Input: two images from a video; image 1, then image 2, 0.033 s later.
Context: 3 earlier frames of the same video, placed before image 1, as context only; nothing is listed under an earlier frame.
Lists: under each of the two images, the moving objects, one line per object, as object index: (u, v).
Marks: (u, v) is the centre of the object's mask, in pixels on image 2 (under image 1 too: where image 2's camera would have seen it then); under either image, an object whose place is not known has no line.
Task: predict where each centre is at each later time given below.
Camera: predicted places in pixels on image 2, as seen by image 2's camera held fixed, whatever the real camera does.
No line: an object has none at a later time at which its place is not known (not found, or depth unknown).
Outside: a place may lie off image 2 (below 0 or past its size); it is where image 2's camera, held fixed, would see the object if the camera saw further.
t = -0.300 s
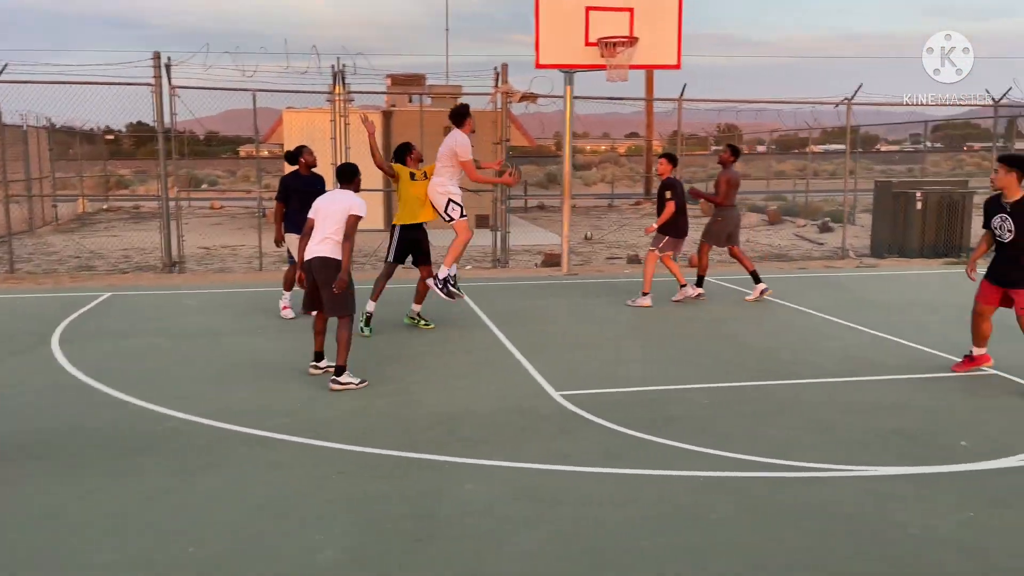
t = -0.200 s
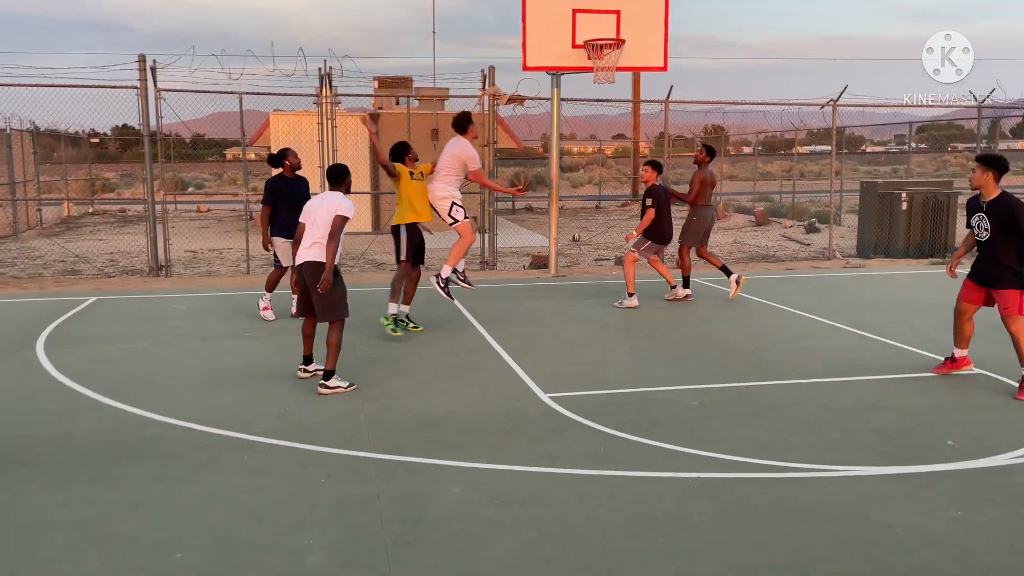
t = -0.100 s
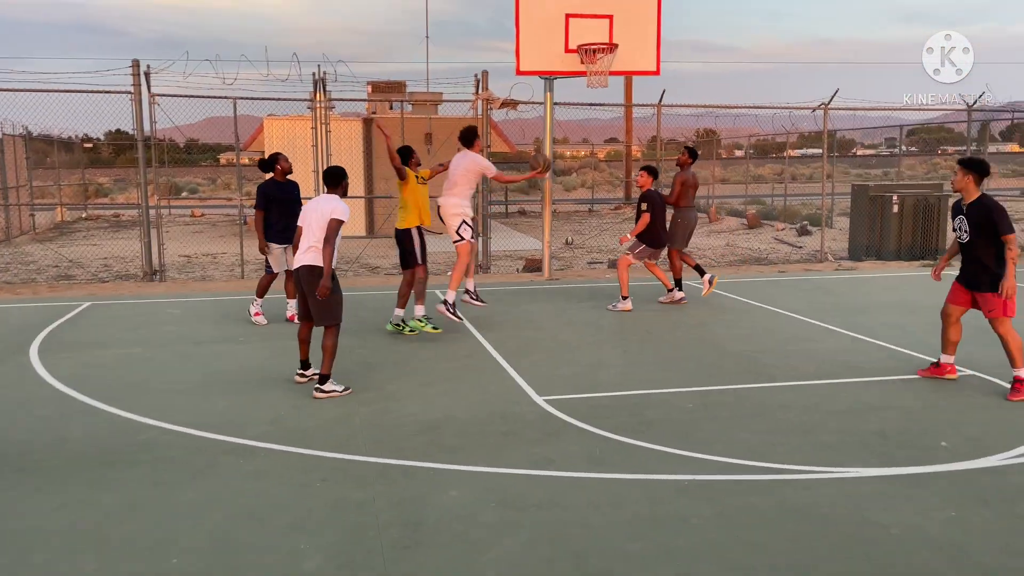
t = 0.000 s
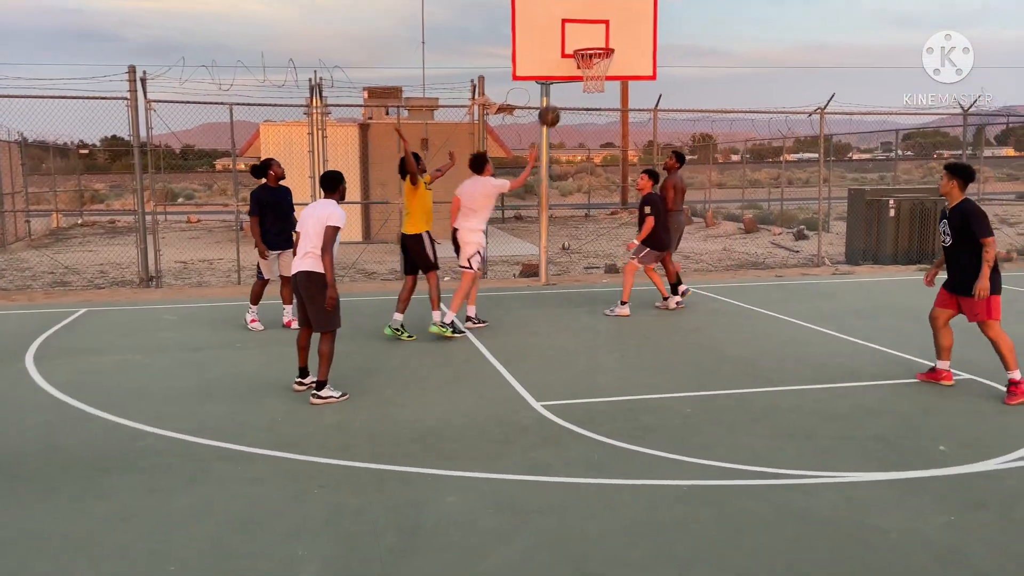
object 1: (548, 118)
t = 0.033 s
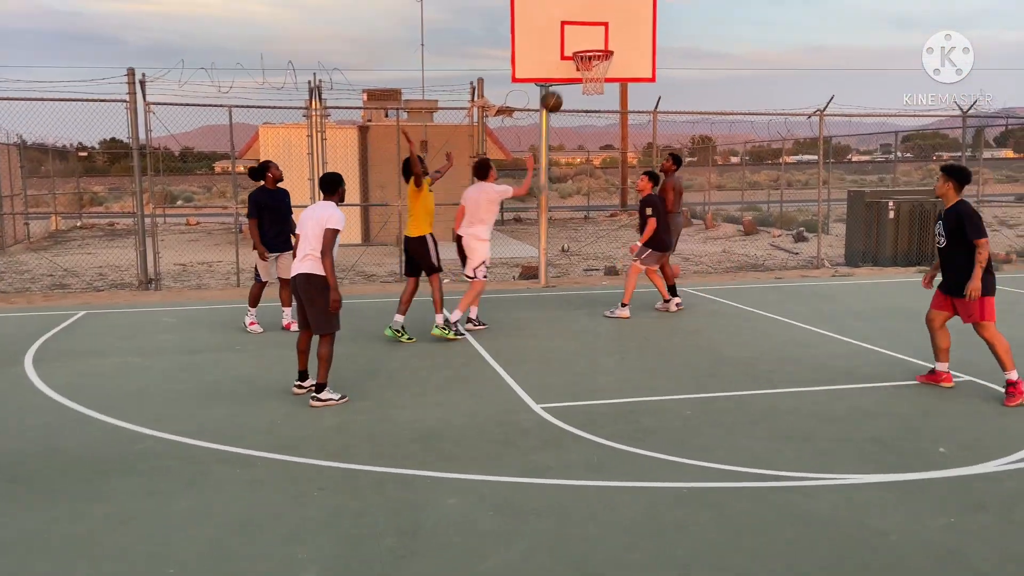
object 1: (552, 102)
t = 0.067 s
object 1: (555, 86)
